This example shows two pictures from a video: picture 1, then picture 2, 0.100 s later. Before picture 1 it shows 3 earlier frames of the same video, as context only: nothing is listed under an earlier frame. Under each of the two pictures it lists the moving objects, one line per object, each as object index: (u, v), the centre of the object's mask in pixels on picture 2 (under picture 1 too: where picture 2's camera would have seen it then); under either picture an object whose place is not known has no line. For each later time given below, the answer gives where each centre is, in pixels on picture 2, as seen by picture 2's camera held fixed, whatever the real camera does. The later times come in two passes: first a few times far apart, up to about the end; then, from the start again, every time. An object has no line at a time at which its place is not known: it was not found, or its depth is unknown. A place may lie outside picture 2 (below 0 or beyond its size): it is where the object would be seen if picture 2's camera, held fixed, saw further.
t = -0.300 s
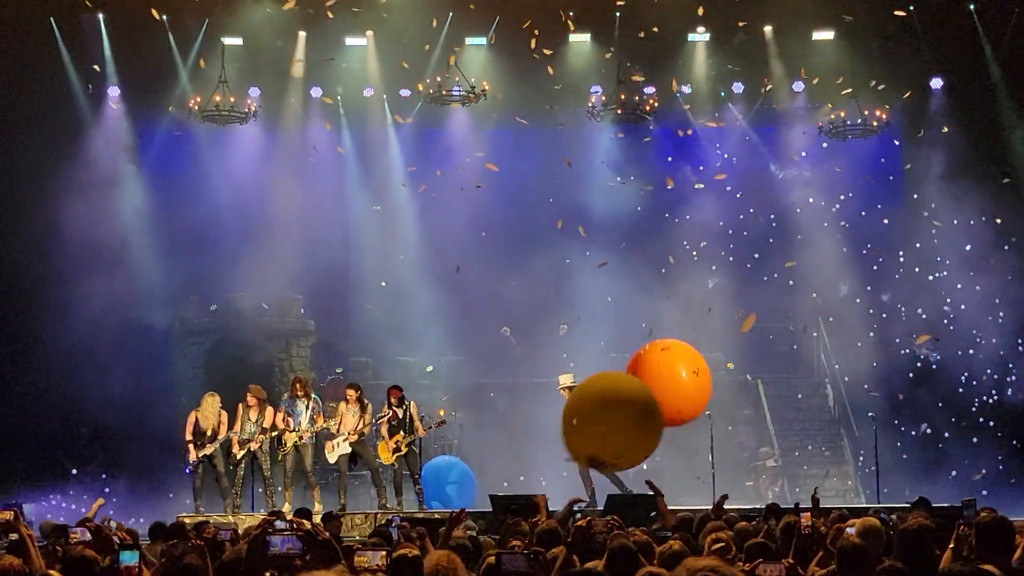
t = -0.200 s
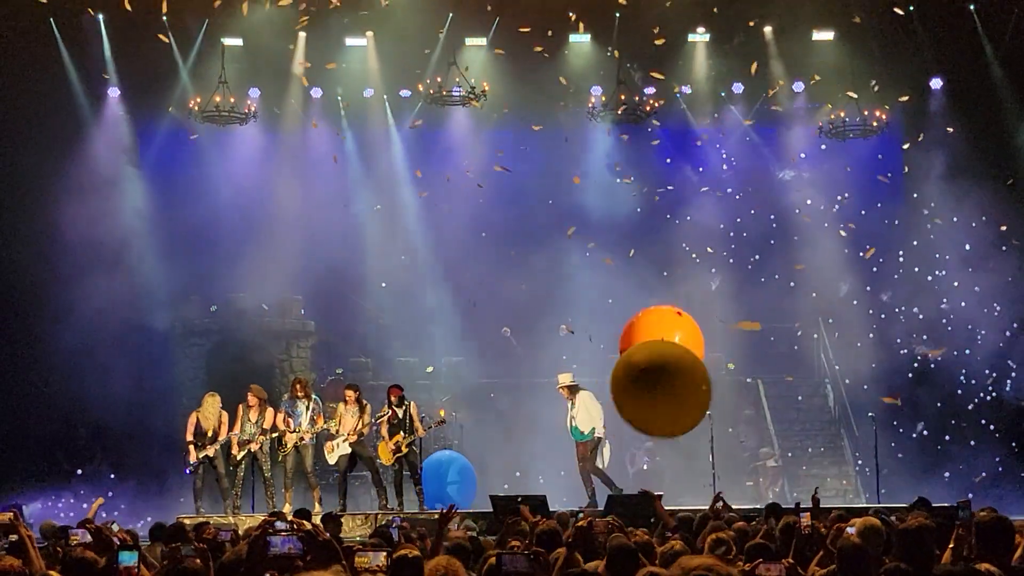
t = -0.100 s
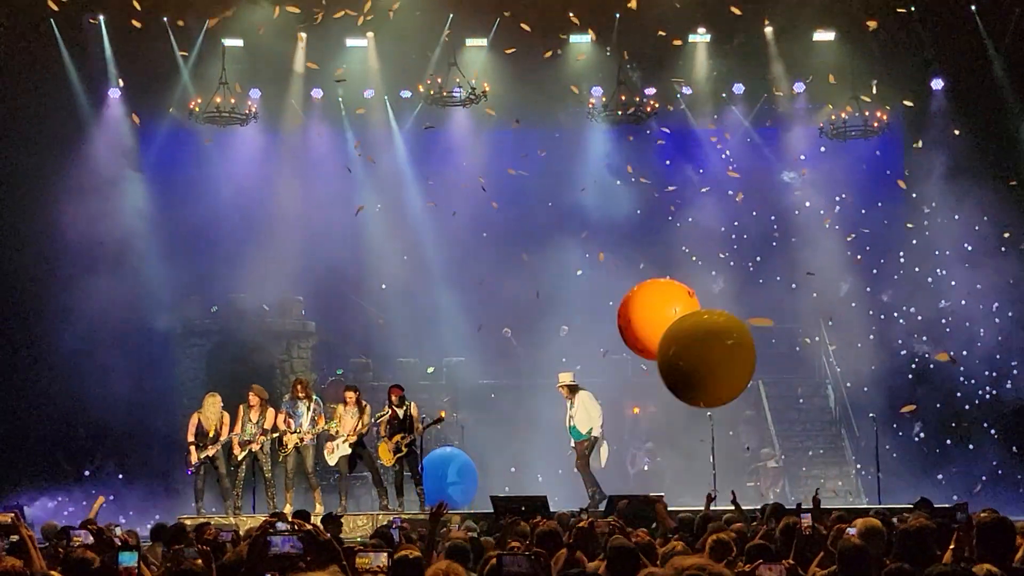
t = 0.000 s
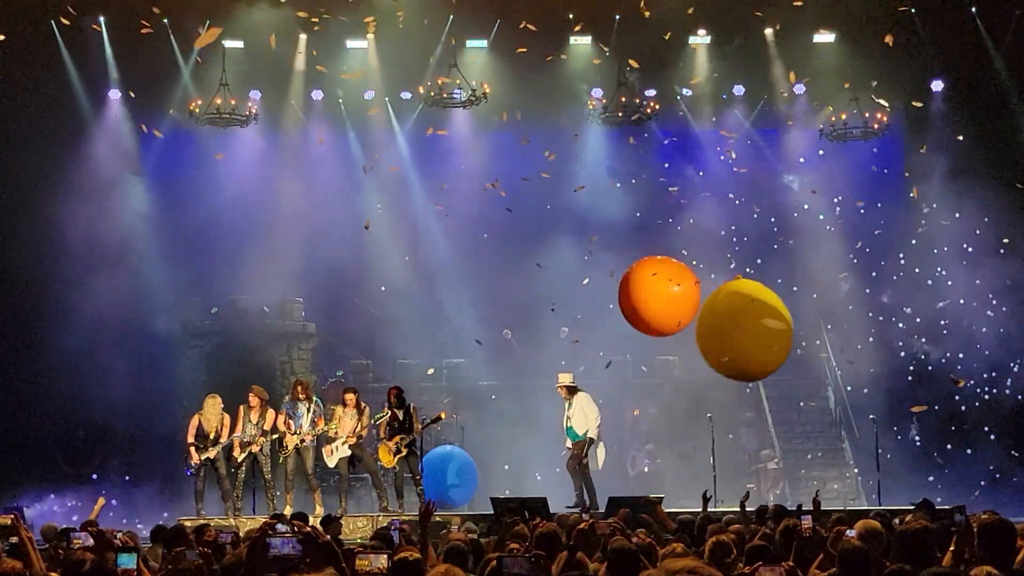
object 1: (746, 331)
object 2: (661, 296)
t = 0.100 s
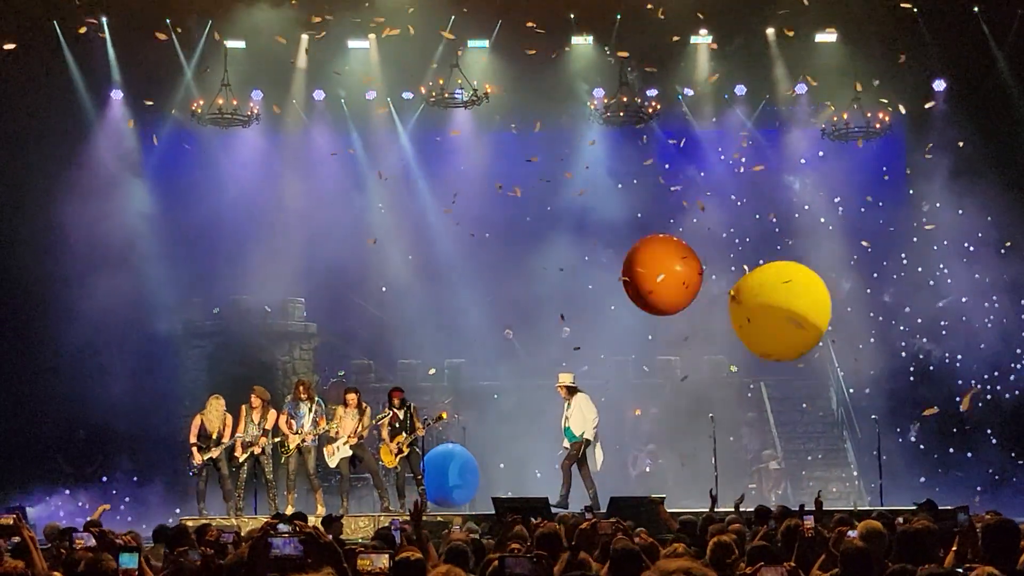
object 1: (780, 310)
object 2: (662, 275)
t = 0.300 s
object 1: (846, 274)
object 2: (667, 242)
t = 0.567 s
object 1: (912, 228)
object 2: (680, 218)
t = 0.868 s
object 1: (961, 204)
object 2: (698, 213)
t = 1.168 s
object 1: (992, 199)
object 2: (718, 230)
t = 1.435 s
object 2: (736, 260)
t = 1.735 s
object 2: (756, 303)
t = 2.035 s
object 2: (773, 359)
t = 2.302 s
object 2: (788, 419)
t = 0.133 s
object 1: (791, 304)
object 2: (662, 269)
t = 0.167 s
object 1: (802, 298)
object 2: (663, 263)
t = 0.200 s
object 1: (813, 292)
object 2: (664, 257)
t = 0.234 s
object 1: (824, 286)
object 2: (665, 252)
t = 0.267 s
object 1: (835, 280)
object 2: (666, 247)
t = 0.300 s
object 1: (846, 274)
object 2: (667, 242)
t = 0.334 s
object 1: (856, 267)
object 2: (669, 238)
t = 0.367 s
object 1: (866, 261)
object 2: (670, 235)
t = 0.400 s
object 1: (875, 255)
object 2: (671, 231)
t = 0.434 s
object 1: (883, 250)
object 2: (673, 228)
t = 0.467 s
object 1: (891, 244)
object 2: (675, 225)
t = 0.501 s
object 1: (898, 239)
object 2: (676, 222)
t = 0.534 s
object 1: (906, 233)
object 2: (678, 220)
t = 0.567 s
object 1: (912, 228)
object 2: (680, 218)
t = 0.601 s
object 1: (919, 223)
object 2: (682, 217)
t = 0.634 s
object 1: (924, 219)
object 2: (684, 215)
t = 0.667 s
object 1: (930, 215)
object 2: (686, 214)
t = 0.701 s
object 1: (935, 212)
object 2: (688, 213)
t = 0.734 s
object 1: (940, 210)
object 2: (690, 213)
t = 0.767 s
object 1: (946, 209)
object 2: (692, 213)
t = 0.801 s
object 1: (951, 207)
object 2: (694, 212)
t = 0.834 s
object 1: (956, 206)
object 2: (696, 213)
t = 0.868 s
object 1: (961, 204)
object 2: (698, 213)
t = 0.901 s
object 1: (966, 204)
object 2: (701, 214)
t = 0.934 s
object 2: (703, 215)
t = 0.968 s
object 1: (974, 203)
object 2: (705, 216)
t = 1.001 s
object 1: (978, 203)
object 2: (707, 218)
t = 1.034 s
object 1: (981, 203)
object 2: (709, 220)
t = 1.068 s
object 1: (984, 202)
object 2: (711, 223)
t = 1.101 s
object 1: (986, 201)
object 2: (714, 225)
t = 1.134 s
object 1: (989, 200)
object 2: (716, 227)
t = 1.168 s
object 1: (992, 199)
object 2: (718, 230)
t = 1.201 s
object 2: (720, 233)
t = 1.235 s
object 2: (723, 237)
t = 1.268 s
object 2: (725, 240)
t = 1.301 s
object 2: (727, 243)
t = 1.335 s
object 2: (729, 247)
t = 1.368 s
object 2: (732, 251)
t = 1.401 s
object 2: (734, 255)
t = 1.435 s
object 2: (736, 260)
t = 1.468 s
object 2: (739, 264)
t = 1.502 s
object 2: (741, 268)
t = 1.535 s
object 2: (743, 273)
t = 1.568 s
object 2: (746, 277)
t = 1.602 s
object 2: (748, 282)
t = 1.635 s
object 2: (750, 287)
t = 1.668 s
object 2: (752, 292)
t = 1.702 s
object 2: (754, 298)
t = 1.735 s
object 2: (756, 303)
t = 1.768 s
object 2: (758, 309)
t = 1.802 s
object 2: (760, 315)
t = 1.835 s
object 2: (762, 321)
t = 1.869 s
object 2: (764, 327)
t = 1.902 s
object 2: (766, 333)
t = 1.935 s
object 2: (768, 339)
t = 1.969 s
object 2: (770, 346)
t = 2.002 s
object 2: (771, 353)
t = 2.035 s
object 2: (773, 359)
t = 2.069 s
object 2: (775, 366)
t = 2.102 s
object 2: (776, 373)
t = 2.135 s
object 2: (778, 380)
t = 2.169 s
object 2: (780, 388)
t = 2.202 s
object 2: (782, 395)
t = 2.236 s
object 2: (784, 403)
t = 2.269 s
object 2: (786, 411)
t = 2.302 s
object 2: (788, 419)
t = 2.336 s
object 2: (790, 428)
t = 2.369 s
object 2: (792, 436)
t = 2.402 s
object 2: (795, 445)
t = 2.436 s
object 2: (796, 453)
